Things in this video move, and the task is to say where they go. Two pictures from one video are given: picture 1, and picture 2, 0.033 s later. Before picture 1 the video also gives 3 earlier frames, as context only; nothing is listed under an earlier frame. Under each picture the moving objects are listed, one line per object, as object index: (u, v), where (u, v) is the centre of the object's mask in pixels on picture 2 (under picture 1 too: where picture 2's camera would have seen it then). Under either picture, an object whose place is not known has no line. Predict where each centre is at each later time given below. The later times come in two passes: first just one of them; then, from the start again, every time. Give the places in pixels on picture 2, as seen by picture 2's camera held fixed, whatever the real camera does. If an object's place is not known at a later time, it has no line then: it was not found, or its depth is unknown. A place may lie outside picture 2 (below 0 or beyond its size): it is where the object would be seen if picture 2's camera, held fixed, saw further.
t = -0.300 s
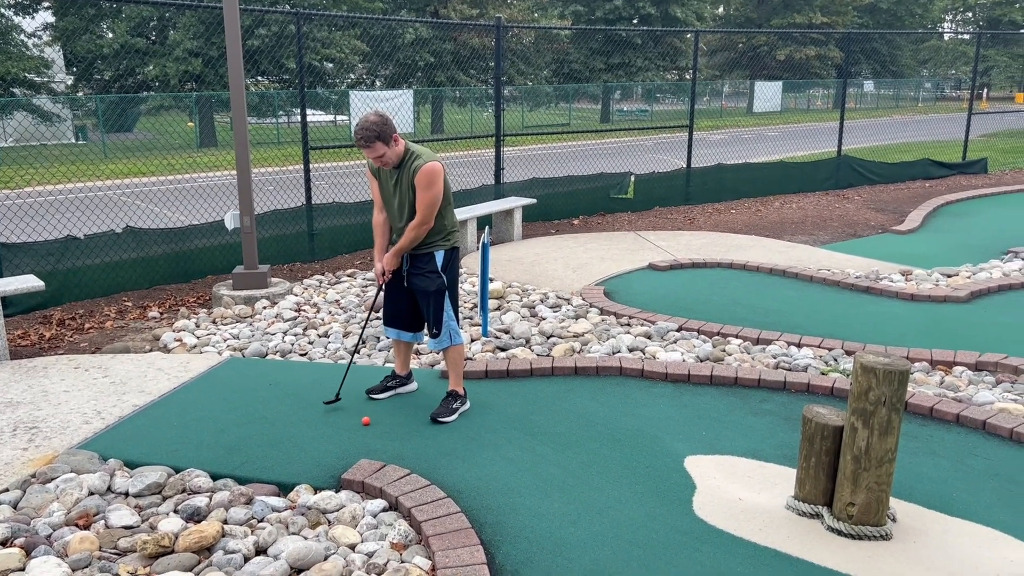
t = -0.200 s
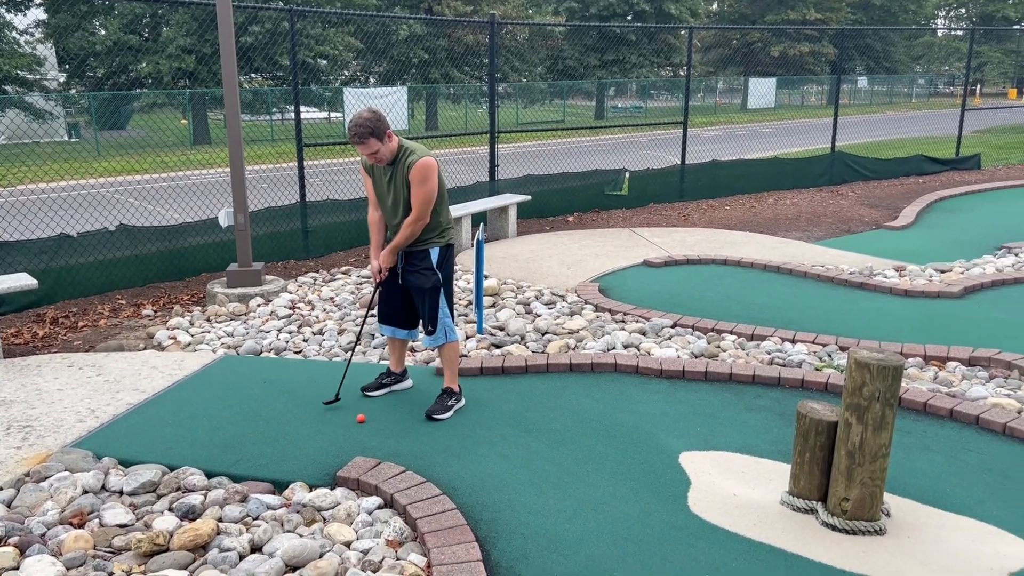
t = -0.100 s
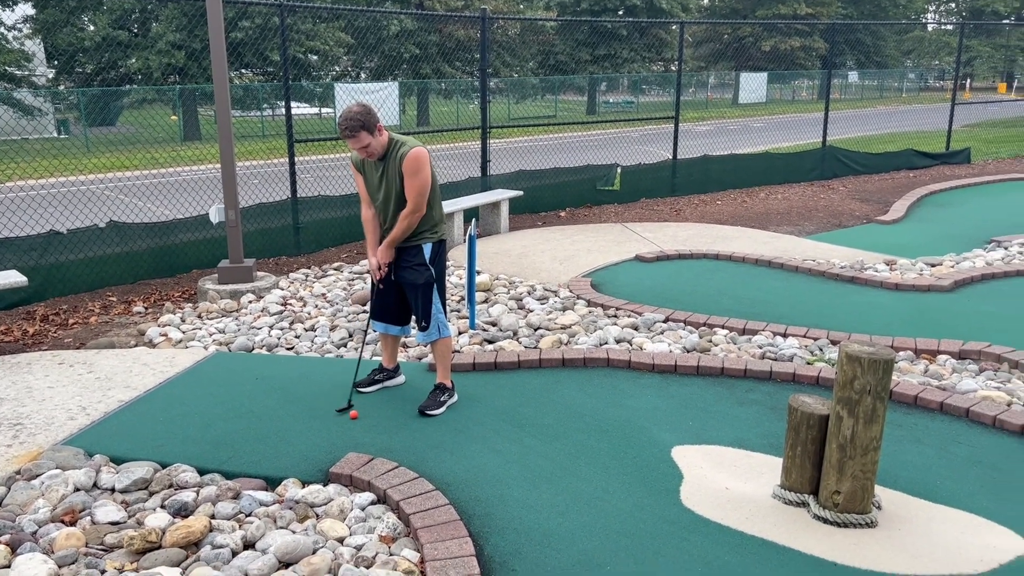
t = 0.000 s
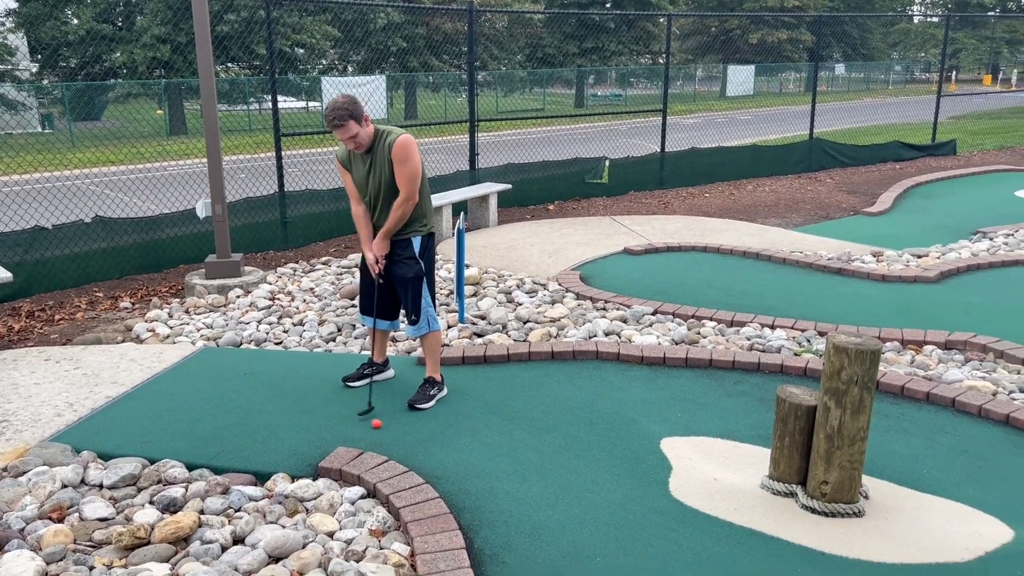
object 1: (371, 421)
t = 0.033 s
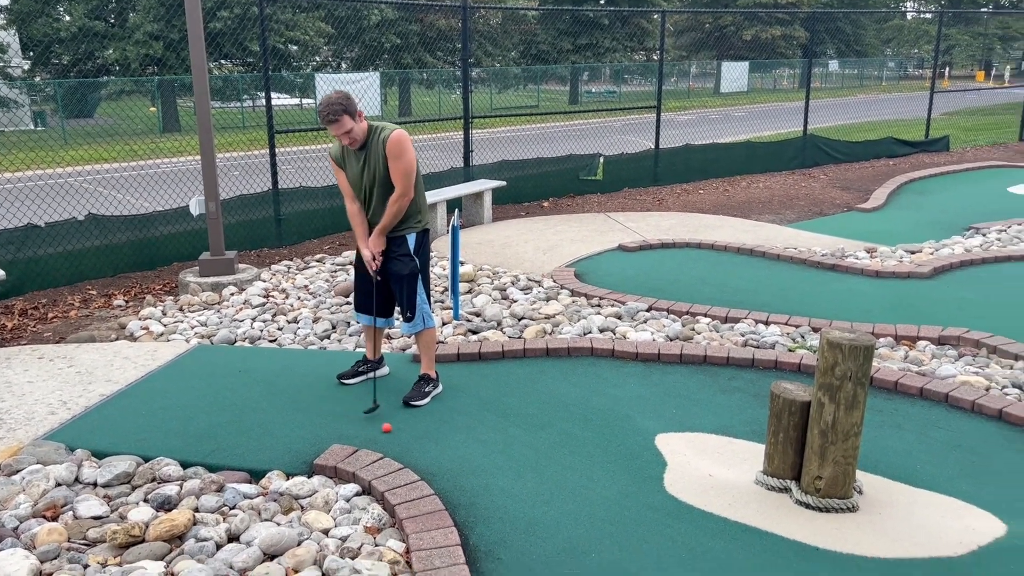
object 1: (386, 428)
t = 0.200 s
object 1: (461, 460)
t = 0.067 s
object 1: (402, 434)
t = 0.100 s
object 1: (417, 441)
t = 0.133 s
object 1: (432, 447)
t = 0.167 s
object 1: (446, 454)
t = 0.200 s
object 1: (461, 460)
